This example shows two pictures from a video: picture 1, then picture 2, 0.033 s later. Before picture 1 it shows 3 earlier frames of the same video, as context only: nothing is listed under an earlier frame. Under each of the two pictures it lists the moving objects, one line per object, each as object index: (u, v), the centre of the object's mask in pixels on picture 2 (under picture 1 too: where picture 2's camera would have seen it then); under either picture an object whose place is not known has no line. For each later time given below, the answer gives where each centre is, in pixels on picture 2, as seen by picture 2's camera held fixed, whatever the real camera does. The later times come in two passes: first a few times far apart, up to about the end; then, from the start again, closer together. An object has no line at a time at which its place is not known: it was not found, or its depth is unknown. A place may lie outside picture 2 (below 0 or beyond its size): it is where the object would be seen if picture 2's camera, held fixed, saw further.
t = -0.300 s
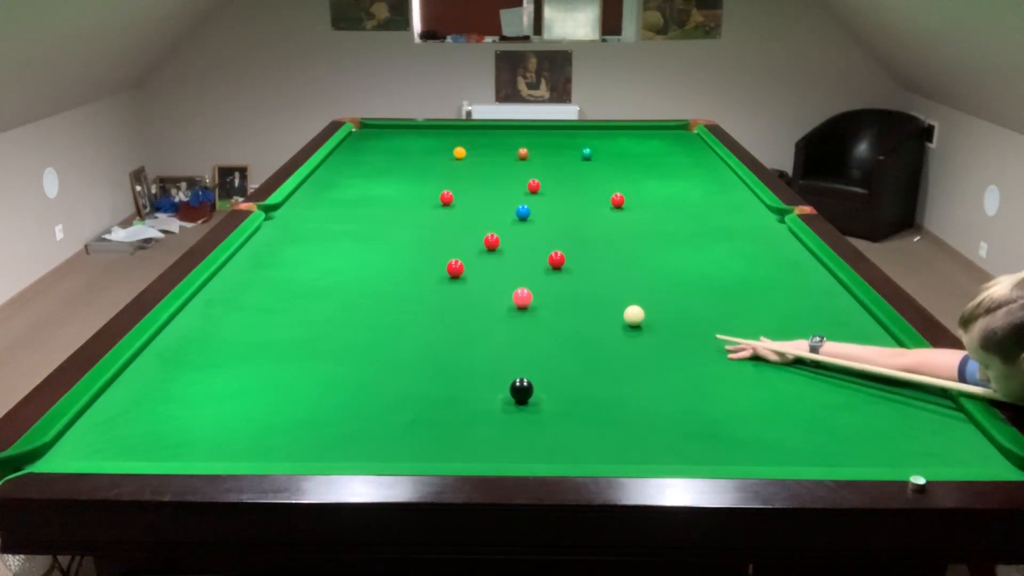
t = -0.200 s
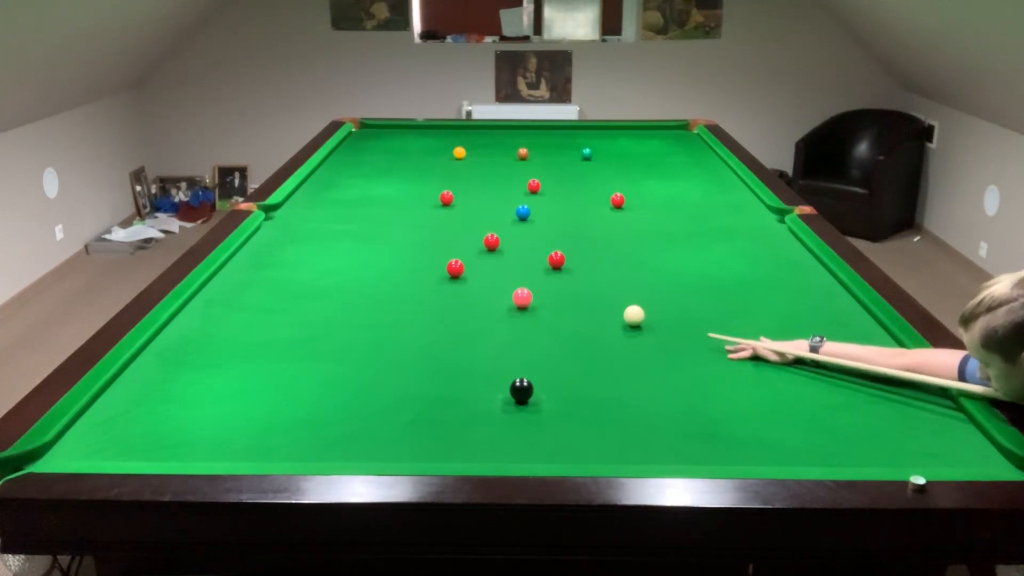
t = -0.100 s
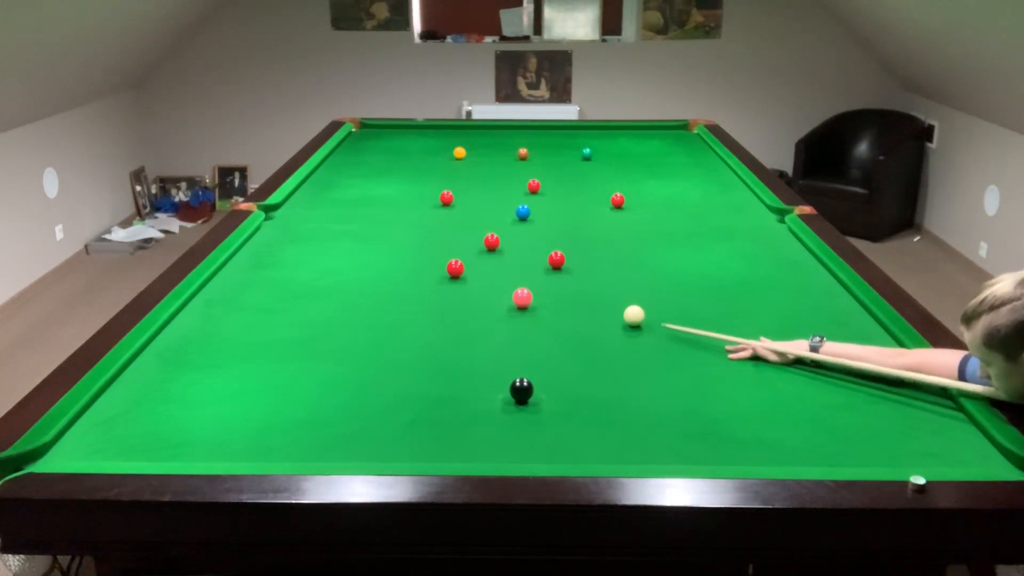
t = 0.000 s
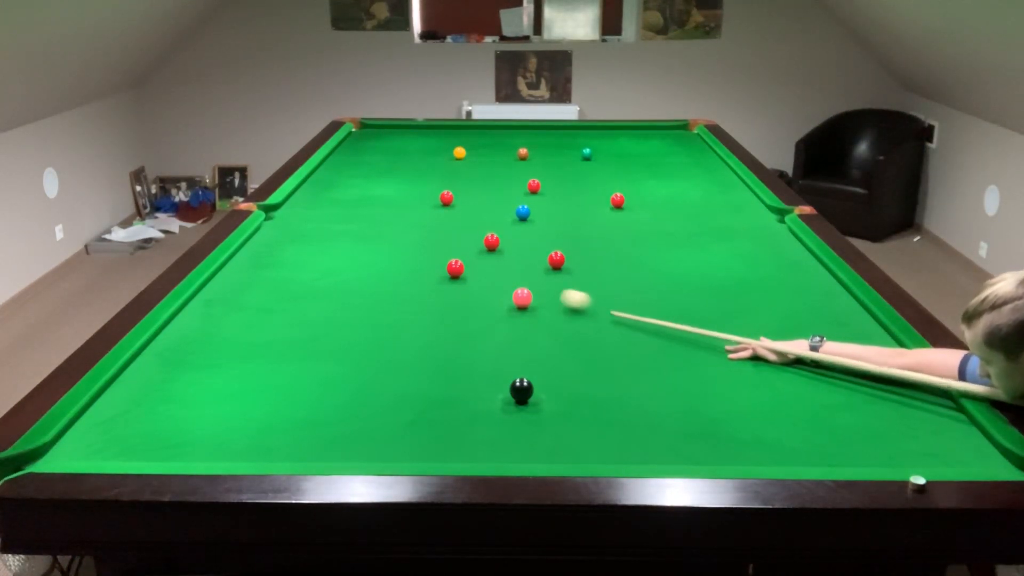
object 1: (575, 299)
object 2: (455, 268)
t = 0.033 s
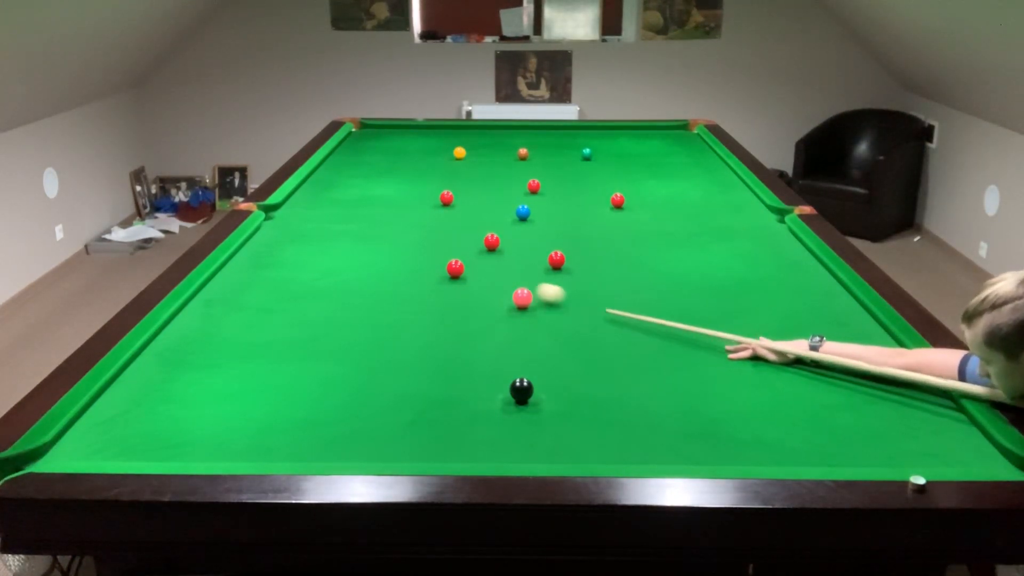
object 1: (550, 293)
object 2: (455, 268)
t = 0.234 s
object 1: (464, 273)
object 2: (421, 257)
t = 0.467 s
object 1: (455, 275)
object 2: (344, 232)
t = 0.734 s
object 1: (447, 277)
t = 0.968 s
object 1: (442, 278)
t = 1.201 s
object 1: (438, 279)
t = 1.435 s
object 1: (435, 279)
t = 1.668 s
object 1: (434, 279)
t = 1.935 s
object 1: (434, 279)
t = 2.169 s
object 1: (434, 279)
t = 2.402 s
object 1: (434, 279)
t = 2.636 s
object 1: (434, 279)
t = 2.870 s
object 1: (434, 280)
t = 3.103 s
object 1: (434, 279)
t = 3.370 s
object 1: (434, 279)
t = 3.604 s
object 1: (434, 279)
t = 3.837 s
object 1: (434, 279)
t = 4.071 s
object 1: (434, 279)
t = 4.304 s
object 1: (434, 279)
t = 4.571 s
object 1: (434, 279)
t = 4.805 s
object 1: (434, 279)
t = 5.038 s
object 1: (434, 279)
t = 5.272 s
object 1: (434, 279)
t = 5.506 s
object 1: (434, 279)
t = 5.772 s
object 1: (434, 279)
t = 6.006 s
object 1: (434, 279)
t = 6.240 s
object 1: (434, 279)
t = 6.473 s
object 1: (434, 279)
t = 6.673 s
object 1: (434, 279)
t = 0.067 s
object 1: (527, 285)
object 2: (455, 268)
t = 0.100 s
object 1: (503, 281)
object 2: (455, 268)
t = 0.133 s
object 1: (482, 276)
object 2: (455, 268)
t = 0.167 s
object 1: (467, 272)
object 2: (450, 266)
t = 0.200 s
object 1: (465, 272)
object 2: (435, 261)
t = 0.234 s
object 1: (464, 273)
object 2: (421, 257)
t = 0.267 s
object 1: (462, 273)
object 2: (408, 253)
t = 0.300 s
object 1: (461, 274)
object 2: (395, 248)
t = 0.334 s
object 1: (460, 274)
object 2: (384, 245)
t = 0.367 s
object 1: (459, 274)
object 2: (372, 241)
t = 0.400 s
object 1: (458, 274)
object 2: (362, 238)
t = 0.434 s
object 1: (457, 275)
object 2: (353, 235)
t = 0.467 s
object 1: (455, 275)
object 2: (344, 232)
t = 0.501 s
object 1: (454, 275)
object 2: (335, 229)
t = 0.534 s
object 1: (453, 276)
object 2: (326, 227)
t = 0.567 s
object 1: (452, 276)
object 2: (317, 224)
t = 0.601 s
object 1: (451, 276)
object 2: (308, 221)
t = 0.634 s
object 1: (450, 276)
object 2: (300, 218)
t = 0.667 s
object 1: (449, 276)
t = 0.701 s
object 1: (448, 277)
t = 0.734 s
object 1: (447, 277)
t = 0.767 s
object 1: (447, 277)
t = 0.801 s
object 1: (446, 277)
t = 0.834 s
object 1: (445, 278)
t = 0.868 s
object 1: (444, 278)
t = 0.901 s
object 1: (443, 278)
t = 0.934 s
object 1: (443, 278)
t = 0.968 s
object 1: (442, 278)
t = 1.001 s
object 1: (441, 278)
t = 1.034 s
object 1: (440, 278)
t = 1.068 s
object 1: (440, 278)
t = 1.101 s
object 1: (439, 279)
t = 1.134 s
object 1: (439, 279)
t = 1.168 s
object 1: (438, 279)
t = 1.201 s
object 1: (438, 279)
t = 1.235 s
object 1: (437, 279)
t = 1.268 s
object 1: (437, 279)
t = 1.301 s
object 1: (436, 279)
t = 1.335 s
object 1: (436, 279)
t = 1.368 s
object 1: (436, 279)
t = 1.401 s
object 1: (435, 279)
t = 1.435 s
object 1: (435, 279)
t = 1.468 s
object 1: (435, 279)
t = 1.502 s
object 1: (435, 279)
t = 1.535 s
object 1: (435, 279)
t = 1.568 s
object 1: (434, 279)
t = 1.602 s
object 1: (434, 279)
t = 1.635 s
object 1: (434, 279)
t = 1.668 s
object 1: (434, 279)
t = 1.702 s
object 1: (434, 279)
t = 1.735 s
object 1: (434, 279)
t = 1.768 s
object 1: (434, 279)
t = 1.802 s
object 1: (434, 279)
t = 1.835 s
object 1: (434, 279)
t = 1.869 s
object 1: (434, 279)
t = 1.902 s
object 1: (434, 279)
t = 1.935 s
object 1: (434, 279)
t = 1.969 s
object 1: (434, 279)
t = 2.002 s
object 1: (434, 279)
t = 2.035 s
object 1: (434, 279)
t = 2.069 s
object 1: (434, 279)
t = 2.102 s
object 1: (434, 279)
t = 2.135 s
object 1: (434, 279)
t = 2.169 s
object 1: (434, 279)
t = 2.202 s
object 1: (434, 279)
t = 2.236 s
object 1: (434, 279)
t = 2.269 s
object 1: (434, 279)
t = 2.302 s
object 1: (434, 279)
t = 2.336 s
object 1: (434, 279)
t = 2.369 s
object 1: (434, 279)
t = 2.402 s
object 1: (434, 279)
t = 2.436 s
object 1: (434, 279)
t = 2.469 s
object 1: (434, 279)
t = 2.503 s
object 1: (434, 279)
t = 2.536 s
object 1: (434, 279)
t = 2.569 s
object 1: (434, 280)
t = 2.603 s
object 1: (434, 279)
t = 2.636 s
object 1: (434, 279)
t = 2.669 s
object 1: (434, 279)
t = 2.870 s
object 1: (434, 280)
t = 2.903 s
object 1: (434, 279)
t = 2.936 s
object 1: (434, 279)
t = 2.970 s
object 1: (434, 279)
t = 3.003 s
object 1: (434, 279)
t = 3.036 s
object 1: (434, 279)
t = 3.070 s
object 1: (434, 279)
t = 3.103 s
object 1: (434, 279)
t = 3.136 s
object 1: (434, 279)
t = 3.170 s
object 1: (434, 279)
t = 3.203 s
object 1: (434, 279)
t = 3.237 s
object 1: (434, 279)
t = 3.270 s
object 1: (434, 279)
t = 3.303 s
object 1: (434, 279)
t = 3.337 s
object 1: (434, 279)
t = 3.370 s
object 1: (434, 279)
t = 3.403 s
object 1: (434, 279)
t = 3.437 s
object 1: (434, 279)
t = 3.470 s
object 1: (434, 279)
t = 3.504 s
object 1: (434, 279)
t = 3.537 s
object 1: (434, 279)
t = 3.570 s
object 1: (434, 279)
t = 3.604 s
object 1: (434, 279)
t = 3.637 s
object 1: (434, 279)
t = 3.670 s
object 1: (434, 279)
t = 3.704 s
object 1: (434, 279)
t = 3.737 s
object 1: (434, 279)
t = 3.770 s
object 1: (434, 279)
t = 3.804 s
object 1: (434, 279)
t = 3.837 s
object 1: (434, 279)
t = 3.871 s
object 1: (434, 279)
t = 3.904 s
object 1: (434, 279)
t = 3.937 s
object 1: (434, 279)
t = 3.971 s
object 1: (434, 279)
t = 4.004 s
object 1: (434, 279)
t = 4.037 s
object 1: (434, 279)
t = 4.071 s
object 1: (434, 279)
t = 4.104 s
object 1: (434, 279)
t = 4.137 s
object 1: (434, 279)
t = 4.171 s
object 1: (434, 279)
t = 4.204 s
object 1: (434, 279)
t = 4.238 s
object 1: (434, 279)
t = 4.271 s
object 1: (434, 279)
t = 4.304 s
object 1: (434, 279)
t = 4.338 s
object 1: (434, 279)
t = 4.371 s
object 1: (434, 279)
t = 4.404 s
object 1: (434, 279)
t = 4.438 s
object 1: (434, 279)
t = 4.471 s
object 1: (434, 279)
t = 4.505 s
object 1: (434, 279)
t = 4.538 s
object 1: (434, 279)
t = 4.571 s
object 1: (434, 279)
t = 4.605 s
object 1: (434, 279)
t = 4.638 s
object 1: (434, 279)
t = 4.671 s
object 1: (434, 279)
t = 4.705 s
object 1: (434, 279)
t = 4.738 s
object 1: (434, 279)
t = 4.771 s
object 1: (434, 279)
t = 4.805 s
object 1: (434, 279)
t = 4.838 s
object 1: (434, 279)
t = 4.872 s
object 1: (434, 279)
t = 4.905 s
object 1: (434, 279)
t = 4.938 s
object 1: (434, 279)
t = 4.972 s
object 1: (434, 279)
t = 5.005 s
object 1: (434, 279)
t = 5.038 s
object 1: (434, 279)
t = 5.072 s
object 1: (434, 279)
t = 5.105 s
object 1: (434, 279)
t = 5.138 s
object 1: (434, 279)
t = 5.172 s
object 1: (434, 279)
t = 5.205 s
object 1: (434, 279)
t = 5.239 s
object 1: (434, 279)
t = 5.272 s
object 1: (434, 279)
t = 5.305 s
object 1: (434, 279)
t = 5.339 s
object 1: (434, 279)
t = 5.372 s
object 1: (434, 279)
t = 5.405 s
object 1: (434, 279)
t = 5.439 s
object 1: (434, 279)
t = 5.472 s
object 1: (434, 279)
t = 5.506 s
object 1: (434, 279)
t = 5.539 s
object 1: (434, 279)
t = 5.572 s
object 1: (434, 279)
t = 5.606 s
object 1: (434, 279)
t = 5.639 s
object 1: (434, 279)
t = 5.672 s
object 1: (434, 279)
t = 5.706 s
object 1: (434, 279)
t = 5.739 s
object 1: (434, 279)
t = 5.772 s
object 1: (434, 279)
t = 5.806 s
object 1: (434, 279)
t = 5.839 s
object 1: (434, 279)
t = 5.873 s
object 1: (434, 279)
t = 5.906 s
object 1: (434, 279)
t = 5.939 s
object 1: (434, 279)
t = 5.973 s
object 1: (434, 279)
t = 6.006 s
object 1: (434, 279)
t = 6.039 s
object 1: (434, 279)
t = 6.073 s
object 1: (434, 279)
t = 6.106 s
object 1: (434, 279)
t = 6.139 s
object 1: (434, 279)
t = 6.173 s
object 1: (434, 279)
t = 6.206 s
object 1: (434, 279)
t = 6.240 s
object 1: (434, 279)
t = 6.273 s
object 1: (434, 279)
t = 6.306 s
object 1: (434, 279)
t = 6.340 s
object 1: (434, 279)
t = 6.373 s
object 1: (434, 279)
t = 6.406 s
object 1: (434, 279)
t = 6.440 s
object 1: (434, 279)
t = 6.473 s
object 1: (434, 279)
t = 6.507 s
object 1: (434, 279)
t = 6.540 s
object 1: (434, 279)
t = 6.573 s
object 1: (434, 279)
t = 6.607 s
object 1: (434, 279)
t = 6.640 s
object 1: (434, 279)
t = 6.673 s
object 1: (434, 279)
